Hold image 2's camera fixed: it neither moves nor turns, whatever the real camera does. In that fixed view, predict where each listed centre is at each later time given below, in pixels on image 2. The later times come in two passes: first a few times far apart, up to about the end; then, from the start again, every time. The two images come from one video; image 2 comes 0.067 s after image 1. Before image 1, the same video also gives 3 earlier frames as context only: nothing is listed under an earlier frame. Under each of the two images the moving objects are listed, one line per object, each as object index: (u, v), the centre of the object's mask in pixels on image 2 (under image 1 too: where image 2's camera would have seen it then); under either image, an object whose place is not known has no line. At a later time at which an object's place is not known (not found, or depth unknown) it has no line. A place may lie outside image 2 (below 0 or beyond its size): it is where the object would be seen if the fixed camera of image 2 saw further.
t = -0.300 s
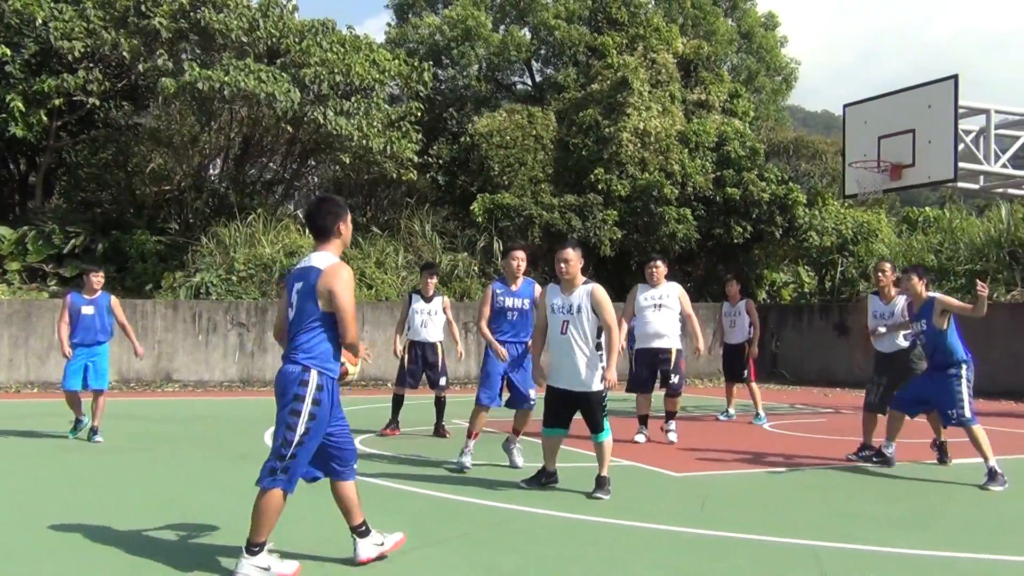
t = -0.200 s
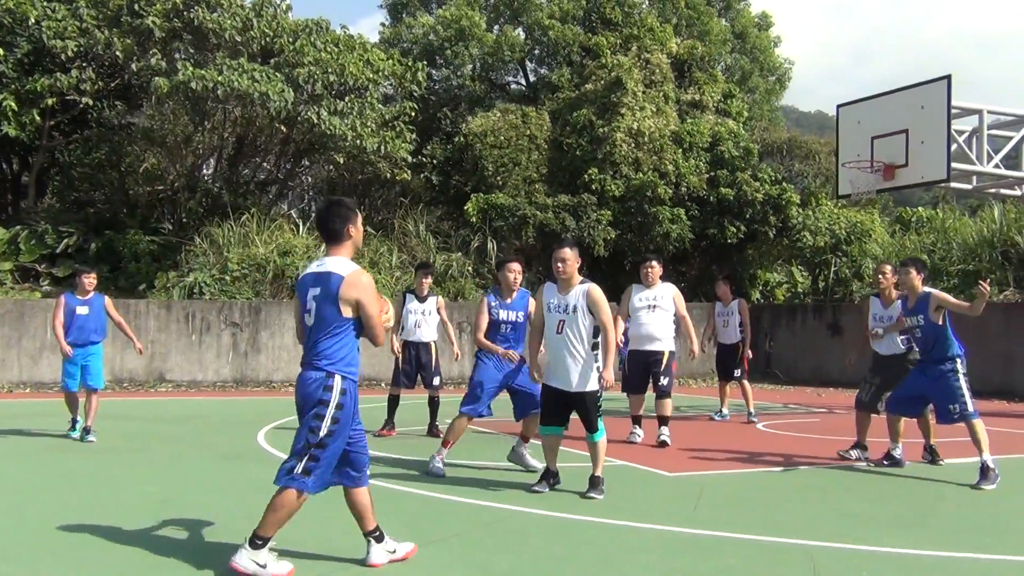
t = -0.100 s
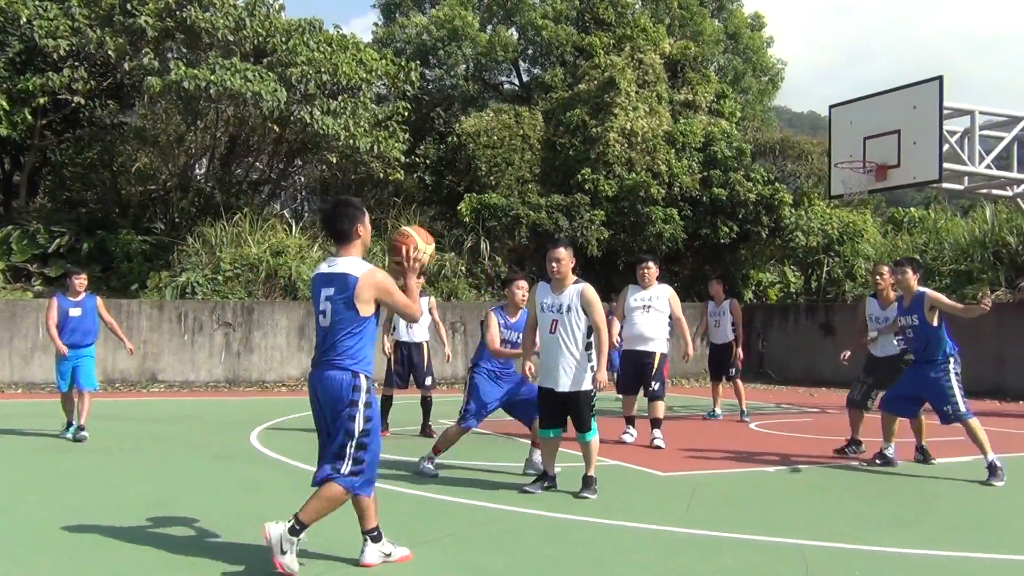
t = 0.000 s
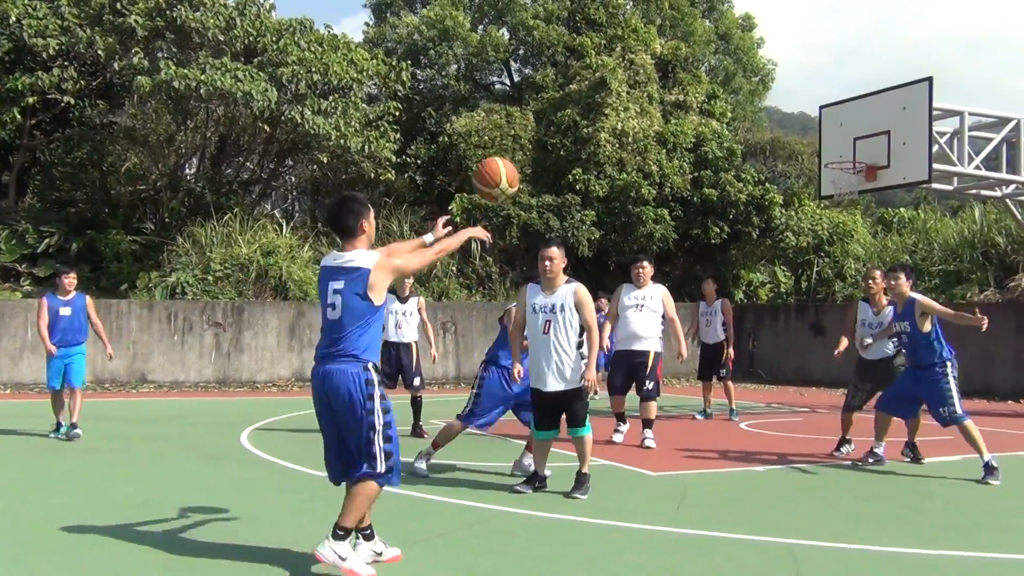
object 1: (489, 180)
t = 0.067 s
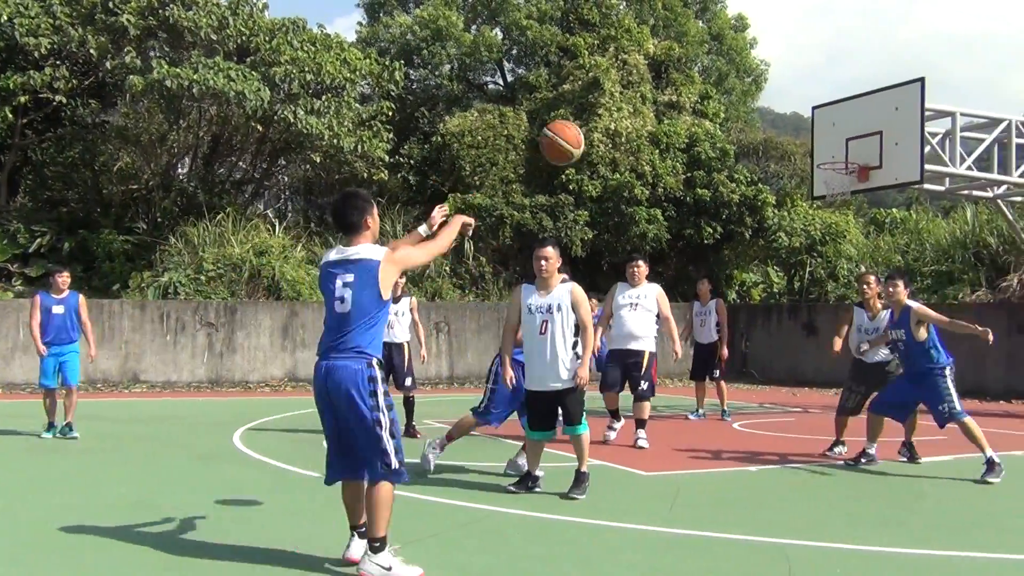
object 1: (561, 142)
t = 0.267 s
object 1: (751, 86)
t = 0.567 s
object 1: (979, 121)
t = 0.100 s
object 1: (596, 127)
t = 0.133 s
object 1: (630, 115)
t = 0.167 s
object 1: (661, 104)
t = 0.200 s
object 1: (693, 97)
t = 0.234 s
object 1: (723, 90)
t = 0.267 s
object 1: (751, 86)
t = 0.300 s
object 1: (779, 84)
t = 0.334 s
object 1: (807, 83)
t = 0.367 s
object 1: (834, 83)
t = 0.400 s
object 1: (860, 86)
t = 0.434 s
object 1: (885, 90)
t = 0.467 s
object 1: (909, 96)
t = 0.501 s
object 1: (933, 103)
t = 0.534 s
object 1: (956, 111)
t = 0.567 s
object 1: (979, 121)
